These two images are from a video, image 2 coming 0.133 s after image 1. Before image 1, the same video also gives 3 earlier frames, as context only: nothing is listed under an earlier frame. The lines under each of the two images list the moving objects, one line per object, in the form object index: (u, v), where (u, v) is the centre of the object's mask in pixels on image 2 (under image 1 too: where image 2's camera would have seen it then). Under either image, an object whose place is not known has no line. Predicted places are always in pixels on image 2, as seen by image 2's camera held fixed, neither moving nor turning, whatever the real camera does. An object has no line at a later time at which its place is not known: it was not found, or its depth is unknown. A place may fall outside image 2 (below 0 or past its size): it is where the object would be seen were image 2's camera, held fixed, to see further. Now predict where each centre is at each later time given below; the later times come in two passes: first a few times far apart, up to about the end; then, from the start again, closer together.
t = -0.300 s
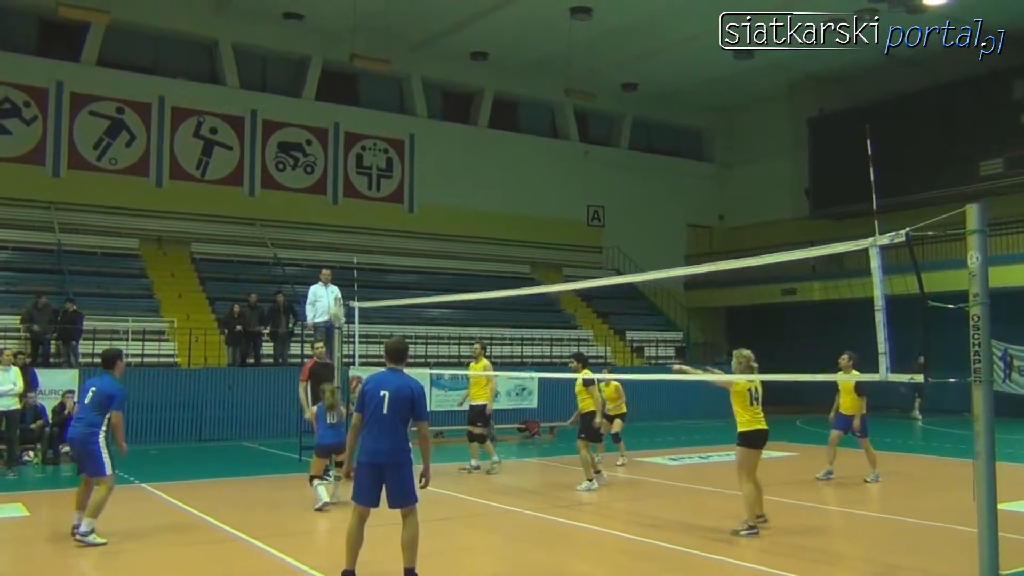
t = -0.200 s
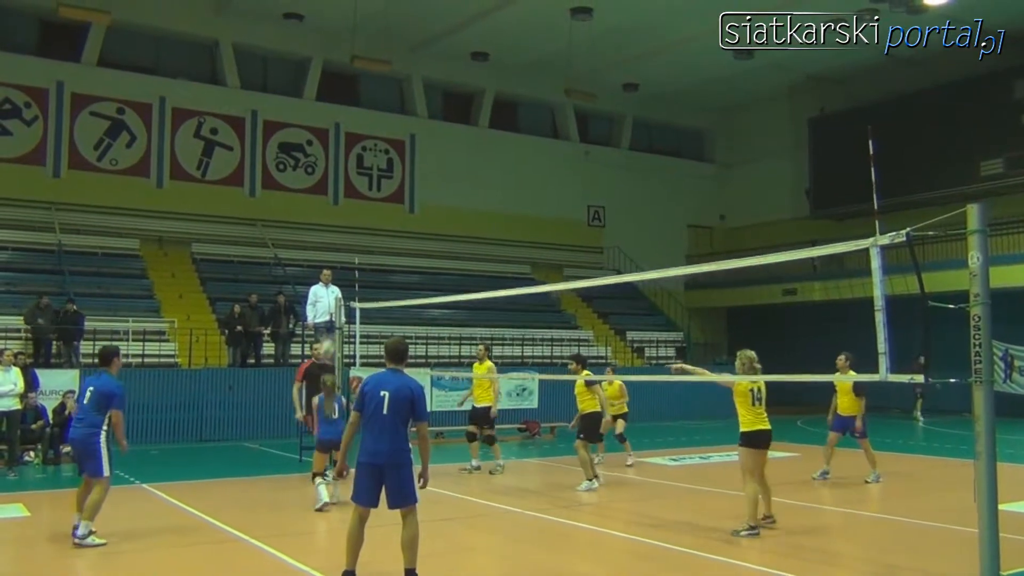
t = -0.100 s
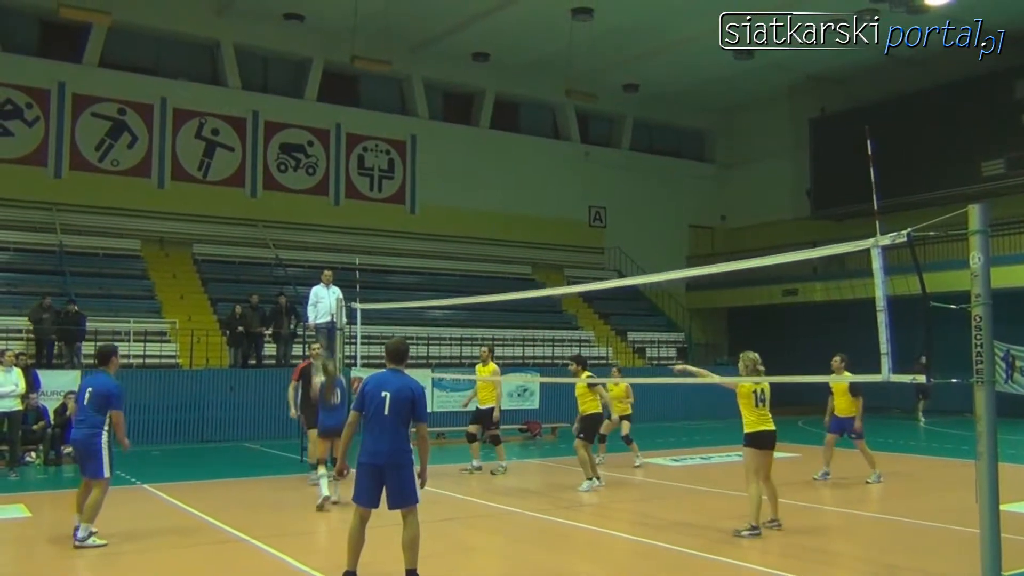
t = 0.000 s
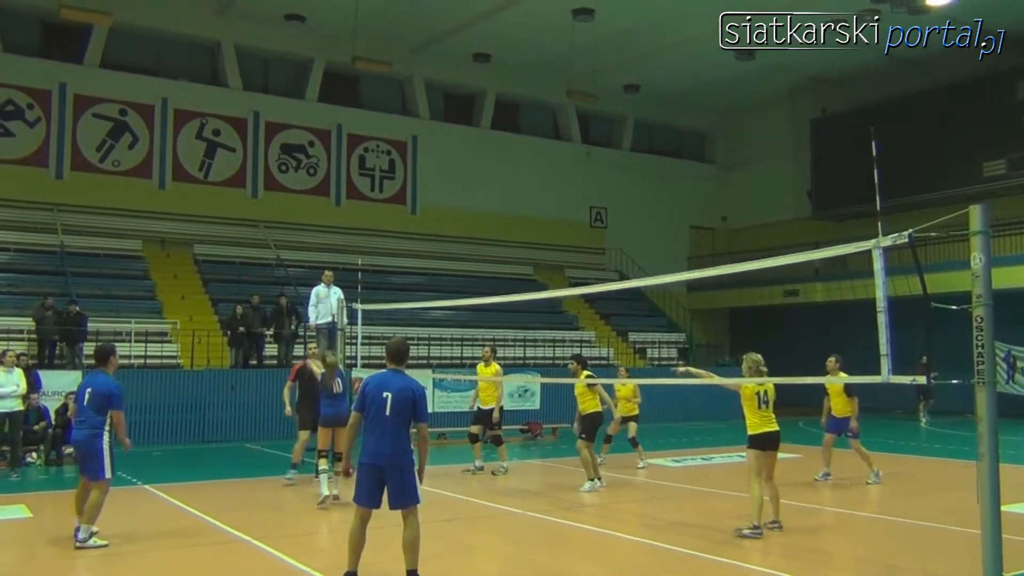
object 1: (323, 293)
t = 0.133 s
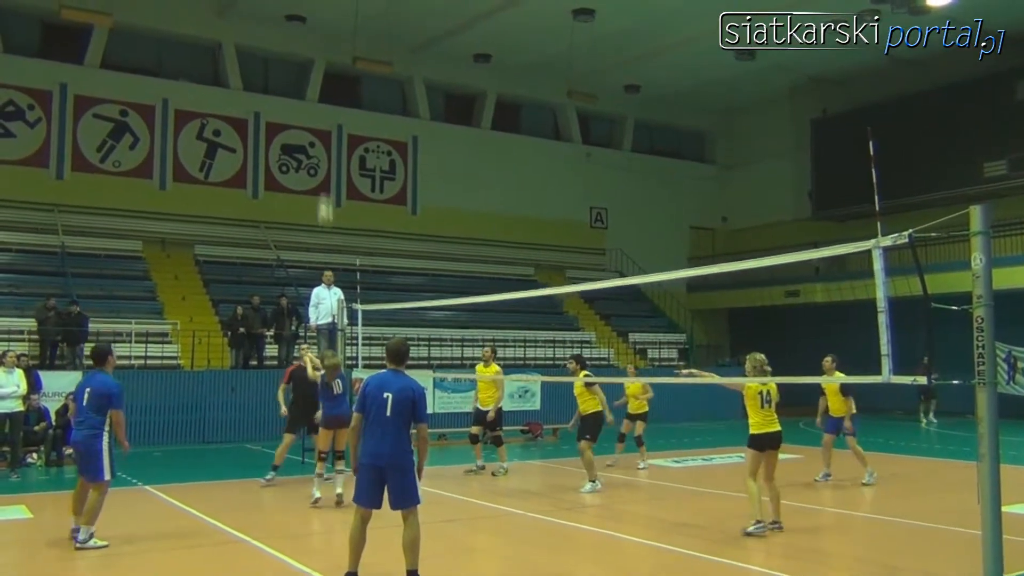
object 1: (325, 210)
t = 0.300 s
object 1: (329, 126)
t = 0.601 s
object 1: (337, 37)
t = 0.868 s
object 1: (345, 19)
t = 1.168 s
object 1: (352, 63)
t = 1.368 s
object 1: (357, 127)
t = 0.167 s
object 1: (326, 193)
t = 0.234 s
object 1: (326, 155)
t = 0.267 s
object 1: (328, 141)
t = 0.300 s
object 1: (329, 126)
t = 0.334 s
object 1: (330, 110)
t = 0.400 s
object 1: (332, 88)
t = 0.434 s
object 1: (333, 77)
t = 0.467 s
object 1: (334, 69)
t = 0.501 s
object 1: (334, 59)
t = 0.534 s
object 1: (335, 51)
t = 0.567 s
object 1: (336, 44)
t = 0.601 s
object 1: (337, 37)
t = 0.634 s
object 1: (338, 32)
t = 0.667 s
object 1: (340, 28)
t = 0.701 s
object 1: (341, 24)
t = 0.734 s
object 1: (341, 22)
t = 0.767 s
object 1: (343, 19)
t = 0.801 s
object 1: (343, 19)
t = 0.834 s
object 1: (344, 18)
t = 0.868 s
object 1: (345, 19)
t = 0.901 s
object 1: (346, 20)
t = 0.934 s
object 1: (347, 22)
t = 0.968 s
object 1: (348, 26)
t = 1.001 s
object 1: (349, 30)
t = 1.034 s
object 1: (349, 35)
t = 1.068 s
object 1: (350, 41)
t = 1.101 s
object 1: (351, 47)
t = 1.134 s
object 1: (351, 54)
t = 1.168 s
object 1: (352, 63)
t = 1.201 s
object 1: (353, 71)
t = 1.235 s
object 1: (354, 81)
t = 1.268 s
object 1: (355, 92)
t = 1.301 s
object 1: (355, 102)
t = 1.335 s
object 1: (356, 114)
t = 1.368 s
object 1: (357, 127)
